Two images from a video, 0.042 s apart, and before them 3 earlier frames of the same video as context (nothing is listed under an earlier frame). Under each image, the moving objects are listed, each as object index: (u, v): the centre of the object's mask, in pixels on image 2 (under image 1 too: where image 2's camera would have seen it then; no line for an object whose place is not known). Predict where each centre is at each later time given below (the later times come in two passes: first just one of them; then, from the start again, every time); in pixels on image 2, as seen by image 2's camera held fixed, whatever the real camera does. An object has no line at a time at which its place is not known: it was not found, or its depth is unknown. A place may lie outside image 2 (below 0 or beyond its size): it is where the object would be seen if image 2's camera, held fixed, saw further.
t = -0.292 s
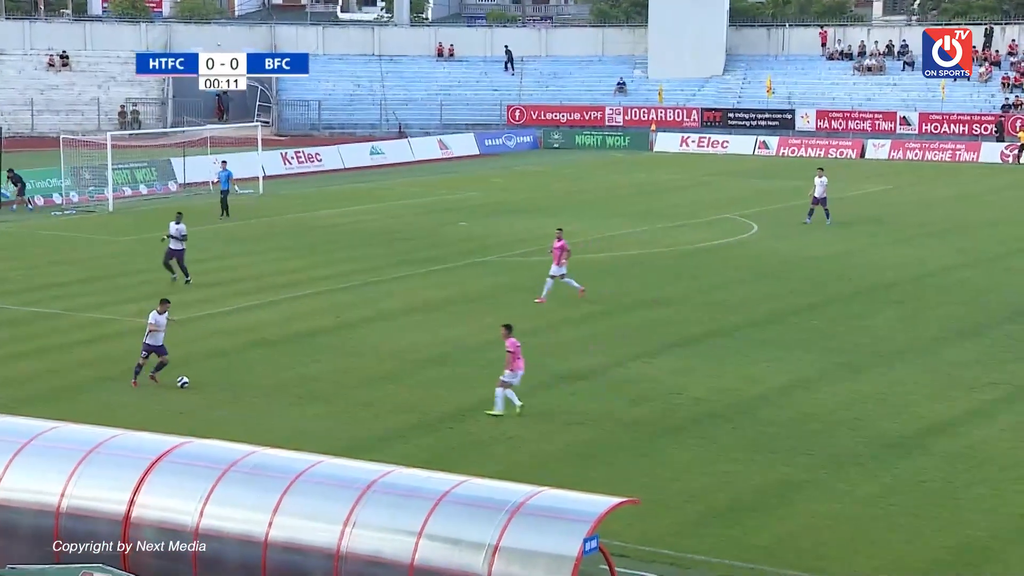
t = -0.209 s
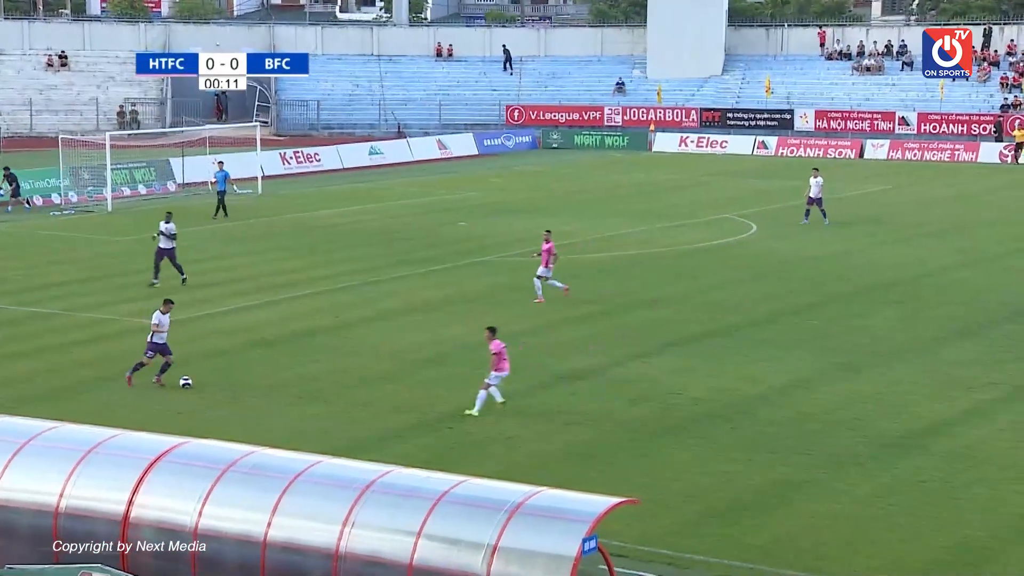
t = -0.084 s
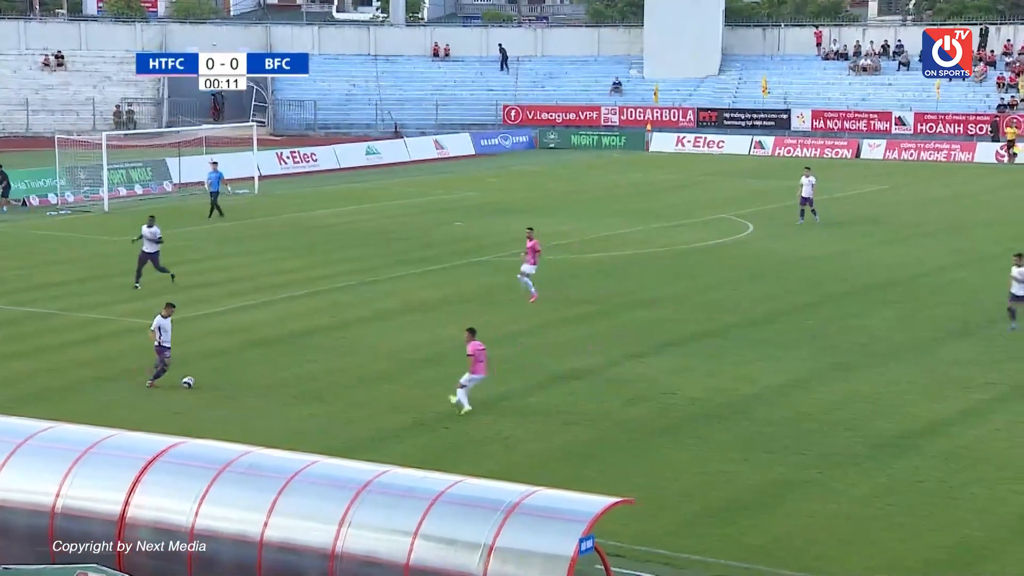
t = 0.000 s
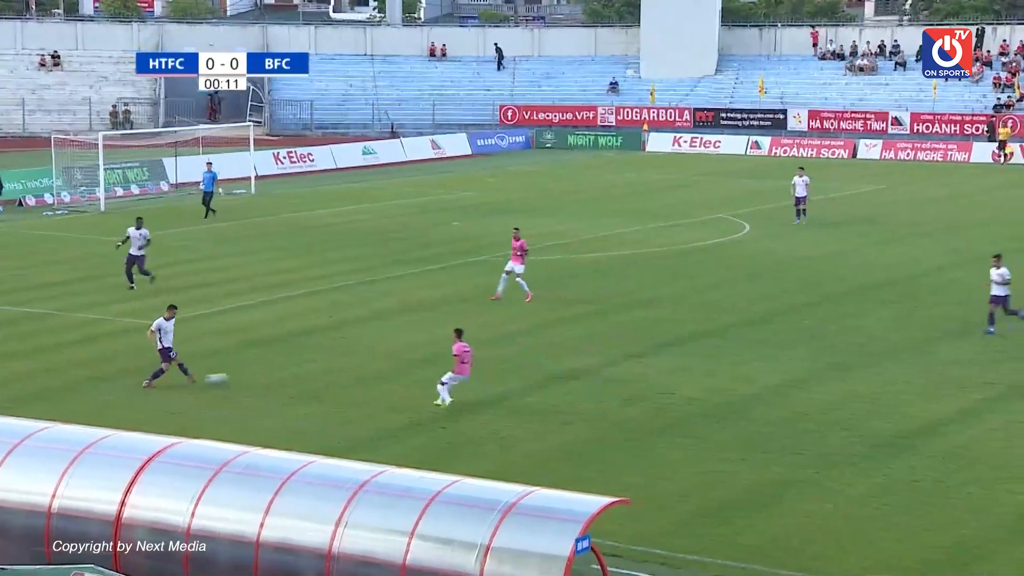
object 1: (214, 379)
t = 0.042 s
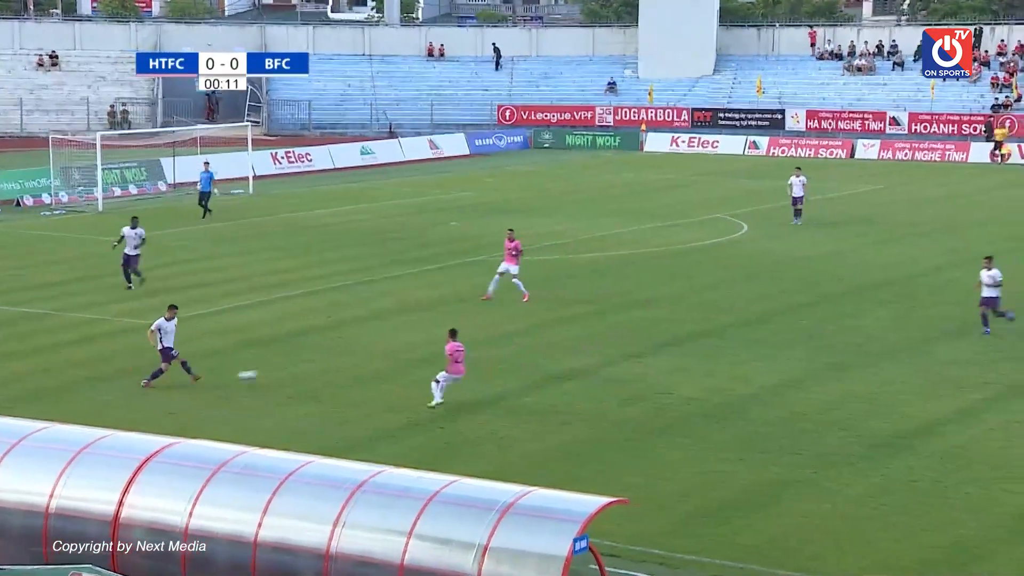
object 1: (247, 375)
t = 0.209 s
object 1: (378, 371)
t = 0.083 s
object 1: (281, 373)
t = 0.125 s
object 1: (314, 371)
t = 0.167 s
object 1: (346, 370)
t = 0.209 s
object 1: (378, 371)
